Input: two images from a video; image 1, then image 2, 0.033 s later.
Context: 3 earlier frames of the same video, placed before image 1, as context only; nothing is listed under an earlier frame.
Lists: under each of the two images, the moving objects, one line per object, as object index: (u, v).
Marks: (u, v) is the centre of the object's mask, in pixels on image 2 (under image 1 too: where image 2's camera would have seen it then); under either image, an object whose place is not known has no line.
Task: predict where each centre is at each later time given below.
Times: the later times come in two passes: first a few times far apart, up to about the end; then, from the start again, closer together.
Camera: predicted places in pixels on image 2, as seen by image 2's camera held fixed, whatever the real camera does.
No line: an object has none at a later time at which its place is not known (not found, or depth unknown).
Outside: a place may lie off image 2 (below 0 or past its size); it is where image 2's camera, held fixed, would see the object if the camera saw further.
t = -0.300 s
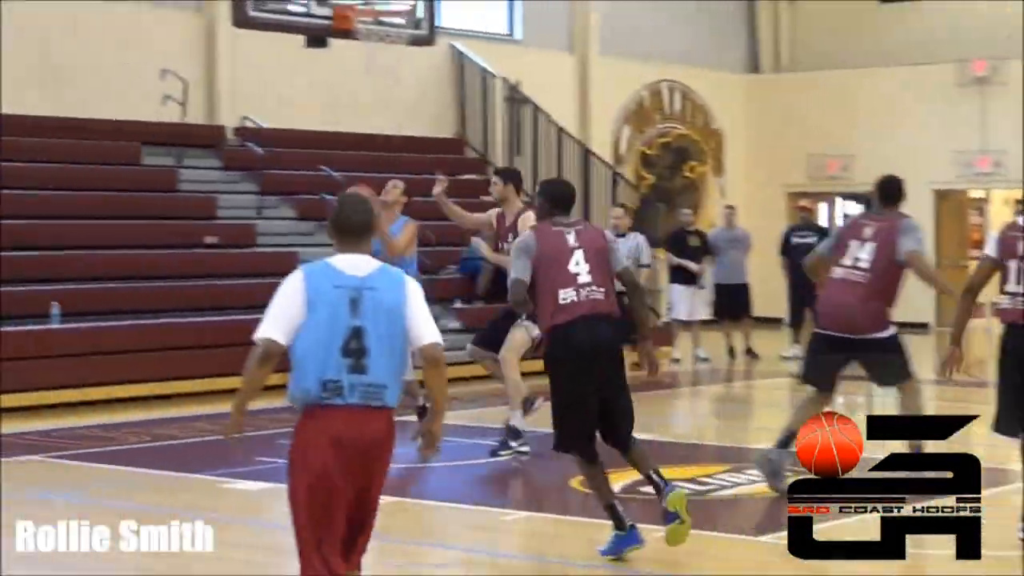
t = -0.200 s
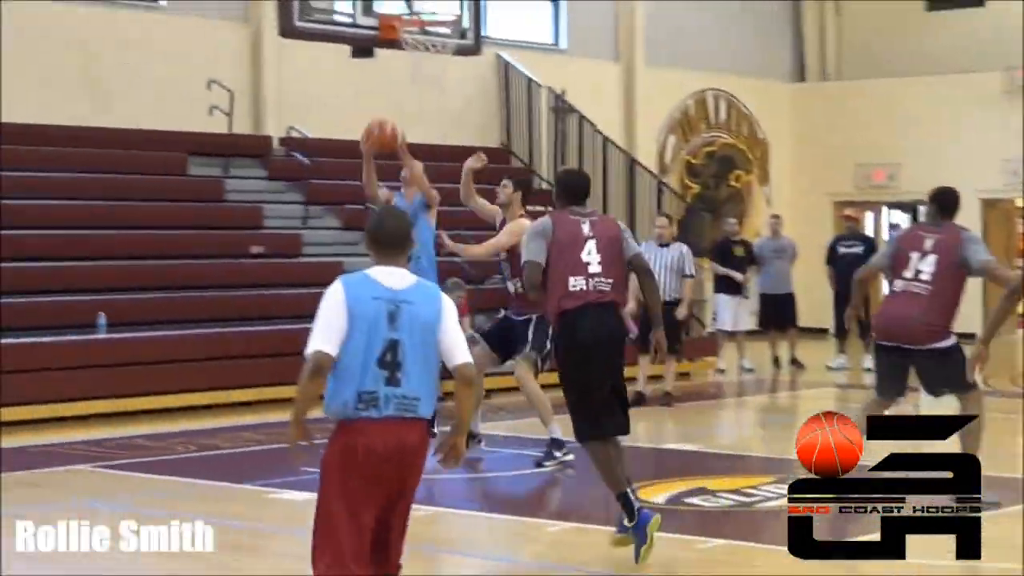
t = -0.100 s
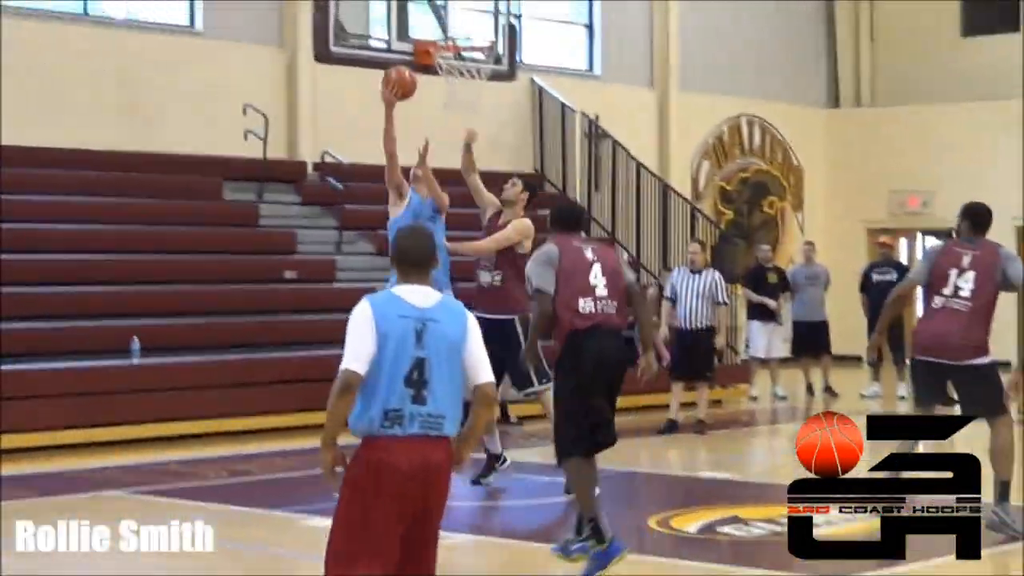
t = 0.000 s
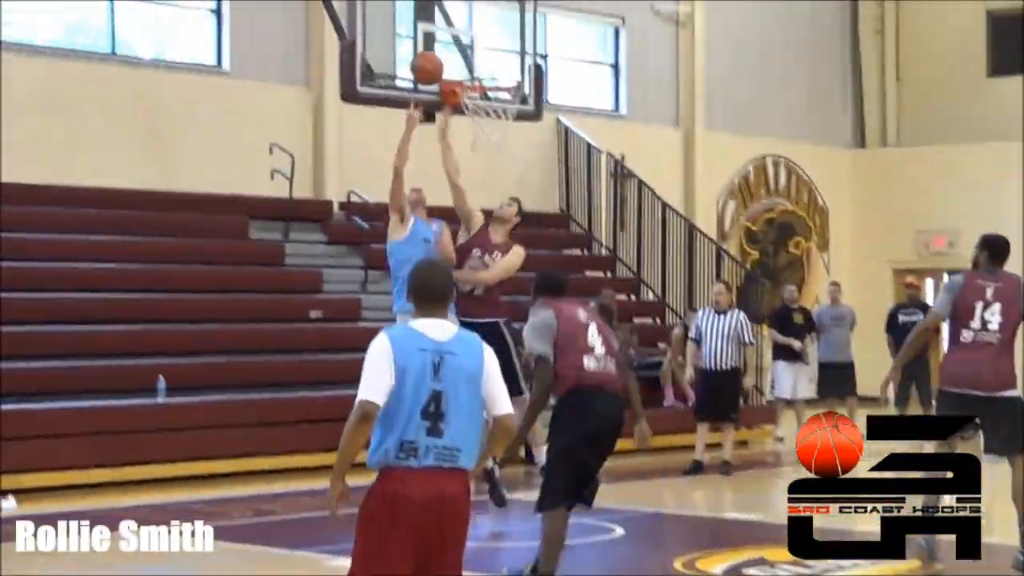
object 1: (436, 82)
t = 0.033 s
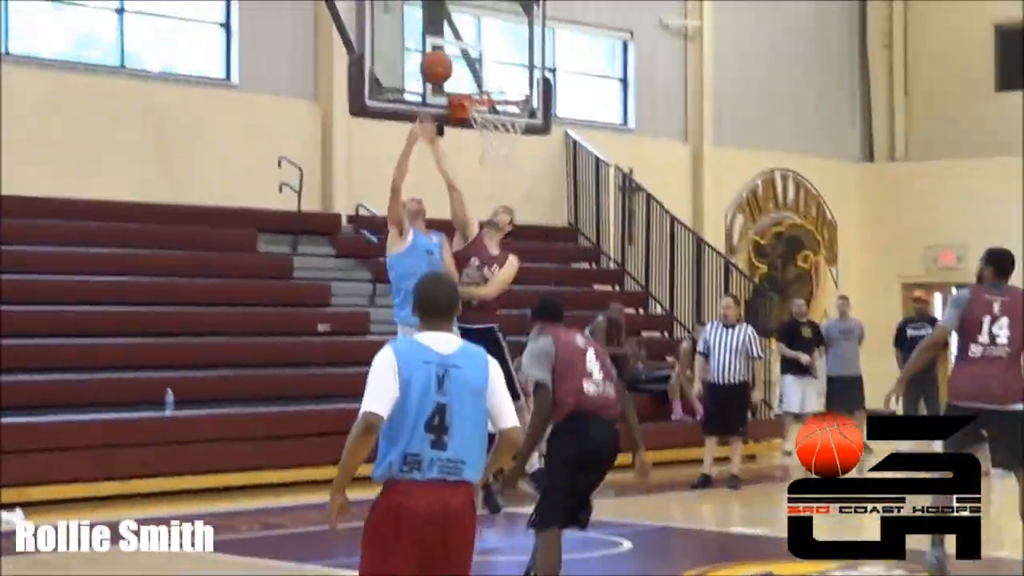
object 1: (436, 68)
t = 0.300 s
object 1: (481, 30)
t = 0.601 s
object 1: (512, 70)
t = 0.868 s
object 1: (489, 84)
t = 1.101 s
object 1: (497, 109)
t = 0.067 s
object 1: (437, 55)
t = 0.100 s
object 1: (439, 45)
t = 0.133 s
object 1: (446, 38)
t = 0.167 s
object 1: (452, 34)
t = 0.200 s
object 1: (460, 30)
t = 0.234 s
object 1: (467, 29)
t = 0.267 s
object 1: (473, 29)
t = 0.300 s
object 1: (481, 30)
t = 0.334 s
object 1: (488, 34)
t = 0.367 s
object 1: (495, 39)
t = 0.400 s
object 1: (502, 45)
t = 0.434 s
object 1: (509, 53)
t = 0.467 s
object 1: (516, 63)
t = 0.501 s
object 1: (523, 74)
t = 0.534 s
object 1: (523, 77)
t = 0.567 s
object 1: (517, 73)
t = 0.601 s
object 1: (512, 70)
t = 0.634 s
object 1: (506, 69)
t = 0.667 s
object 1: (500, 70)
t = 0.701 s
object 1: (494, 72)
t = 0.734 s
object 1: (490, 75)
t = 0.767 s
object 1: (484, 79)
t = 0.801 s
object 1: (478, 84)
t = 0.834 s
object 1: (482, 82)
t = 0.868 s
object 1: (489, 84)
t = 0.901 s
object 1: (495, 85)
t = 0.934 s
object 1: (502, 89)
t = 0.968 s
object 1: (509, 93)
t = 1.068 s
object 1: (502, 106)
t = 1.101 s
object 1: (497, 109)
